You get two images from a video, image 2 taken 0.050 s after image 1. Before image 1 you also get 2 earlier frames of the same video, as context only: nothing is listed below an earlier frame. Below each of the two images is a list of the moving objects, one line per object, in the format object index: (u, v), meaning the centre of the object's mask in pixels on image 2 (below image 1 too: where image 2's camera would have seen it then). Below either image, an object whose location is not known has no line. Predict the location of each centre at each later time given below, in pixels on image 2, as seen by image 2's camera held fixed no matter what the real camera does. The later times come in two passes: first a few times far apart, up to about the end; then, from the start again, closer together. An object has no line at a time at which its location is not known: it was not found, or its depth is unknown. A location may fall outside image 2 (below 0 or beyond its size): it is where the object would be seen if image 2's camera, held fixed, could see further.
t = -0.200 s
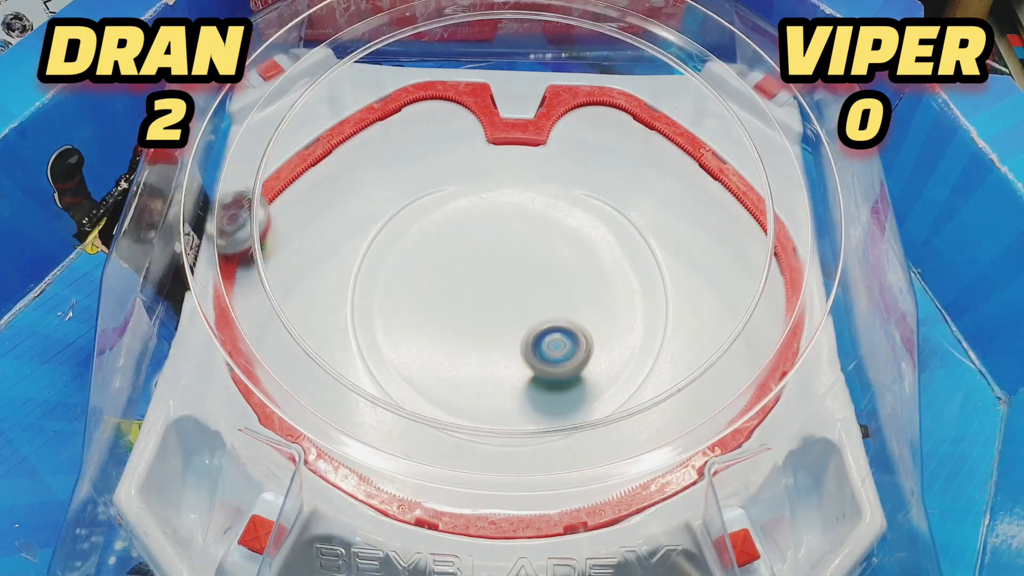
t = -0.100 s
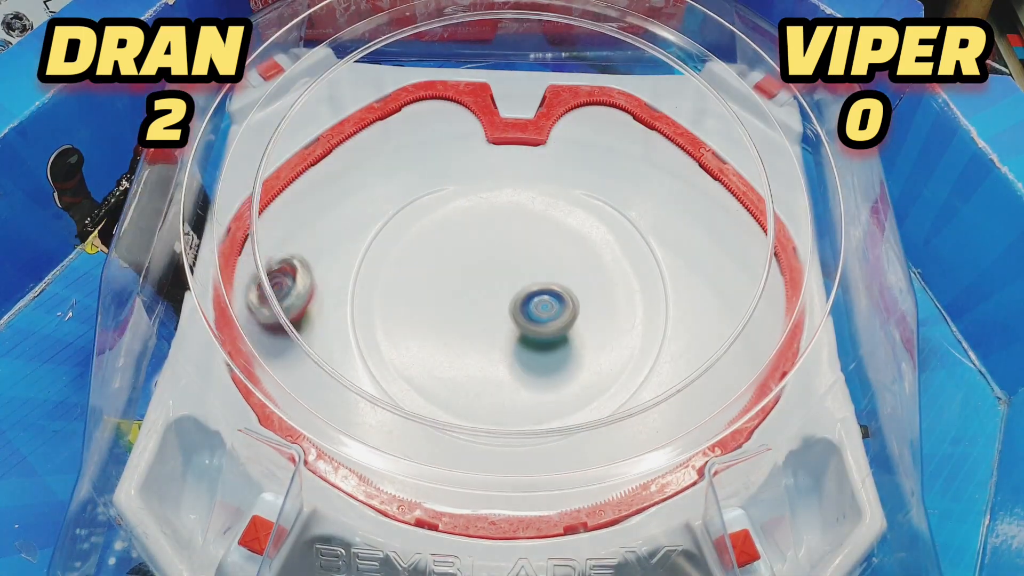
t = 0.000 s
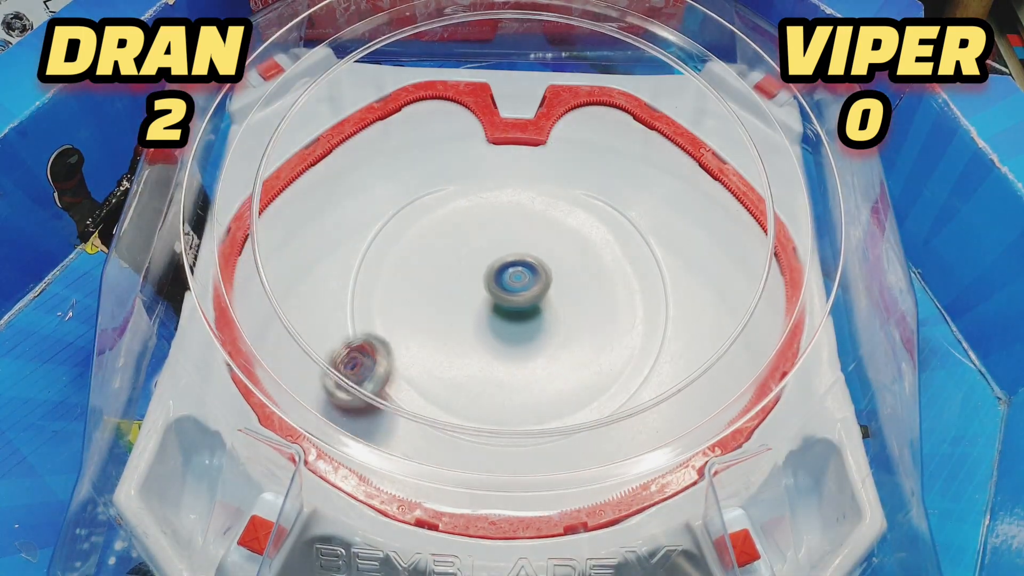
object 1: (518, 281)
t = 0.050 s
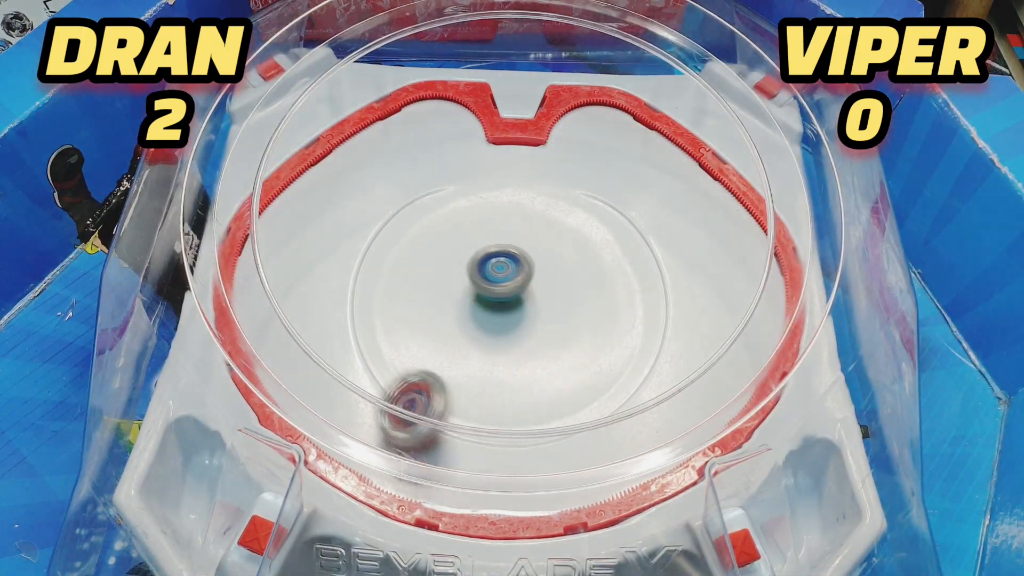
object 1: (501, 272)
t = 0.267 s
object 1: (429, 284)
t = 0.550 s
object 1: (448, 371)
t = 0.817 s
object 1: (527, 336)
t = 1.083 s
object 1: (477, 233)
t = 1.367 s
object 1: (399, 266)
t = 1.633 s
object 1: (454, 336)
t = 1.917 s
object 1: (630, 87)
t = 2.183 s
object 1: (556, 234)
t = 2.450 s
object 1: (546, 211)
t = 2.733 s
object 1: (499, 215)
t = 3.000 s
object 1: (539, 203)
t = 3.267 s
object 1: (618, 274)
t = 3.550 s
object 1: (828, 321)
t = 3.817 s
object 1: (668, 284)
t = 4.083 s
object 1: (609, 332)
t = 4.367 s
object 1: (412, 322)
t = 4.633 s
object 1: (360, 325)
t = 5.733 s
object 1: (465, 248)
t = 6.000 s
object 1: (465, 229)
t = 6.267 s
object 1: (484, 229)
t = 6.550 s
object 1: (514, 238)
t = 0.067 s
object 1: (495, 270)
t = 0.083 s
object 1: (488, 268)
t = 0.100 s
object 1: (482, 268)
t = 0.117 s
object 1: (476, 267)
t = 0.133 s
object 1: (470, 267)
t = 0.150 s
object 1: (465, 268)
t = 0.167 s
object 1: (459, 269)
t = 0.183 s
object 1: (453, 271)
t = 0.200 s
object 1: (448, 272)
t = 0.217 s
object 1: (443, 274)
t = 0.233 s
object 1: (438, 278)
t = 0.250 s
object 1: (434, 280)
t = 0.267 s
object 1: (429, 284)
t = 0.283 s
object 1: (425, 289)
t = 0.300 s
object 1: (421, 292)
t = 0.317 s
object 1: (418, 297)
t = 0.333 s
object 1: (417, 302)
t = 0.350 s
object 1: (415, 306)
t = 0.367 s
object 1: (415, 313)
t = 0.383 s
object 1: (414, 318)
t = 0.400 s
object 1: (415, 323)
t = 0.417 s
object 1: (416, 329)
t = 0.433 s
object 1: (418, 334)
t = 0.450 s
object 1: (421, 341)
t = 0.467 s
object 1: (424, 346)
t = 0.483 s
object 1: (428, 353)
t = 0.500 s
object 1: (432, 358)
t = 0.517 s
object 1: (437, 363)
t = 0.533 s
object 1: (443, 367)
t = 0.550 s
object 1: (448, 371)
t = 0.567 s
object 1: (455, 375)
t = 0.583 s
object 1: (461, 376)
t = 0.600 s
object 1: (468, 379)
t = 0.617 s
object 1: (474, 379)
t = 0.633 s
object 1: (481, 380)
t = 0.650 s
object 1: (488, 379)
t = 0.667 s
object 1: (494, 377)
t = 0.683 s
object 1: (499, 375)
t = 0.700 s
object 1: (504, 373)
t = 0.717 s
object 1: (509, 370)
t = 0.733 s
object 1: (513, 365)
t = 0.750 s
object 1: (517, 361)
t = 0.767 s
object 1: (520, 355)
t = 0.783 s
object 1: (523, 349)
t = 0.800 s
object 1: (525, 343)
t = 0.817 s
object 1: (527, 336)
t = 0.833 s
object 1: (528, 329)
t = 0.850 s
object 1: (528, 321)
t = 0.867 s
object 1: (528, 315)
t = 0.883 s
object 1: (526, 306)
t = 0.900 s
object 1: (525, 299)
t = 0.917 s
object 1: (522, 291)
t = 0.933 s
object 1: (520, 285)
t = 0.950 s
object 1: (516, 277)
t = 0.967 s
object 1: (513, 271)
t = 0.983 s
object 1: (509, 264)
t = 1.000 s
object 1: (504, 257)
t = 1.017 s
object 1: (499, 252)
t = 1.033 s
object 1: (494, 246)
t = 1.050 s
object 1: (488, 241)
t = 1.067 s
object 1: (483, 237)
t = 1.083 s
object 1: (477, 233)
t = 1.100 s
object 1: (471, 229)
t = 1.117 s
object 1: (465, 226)
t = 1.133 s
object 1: (459, 224)
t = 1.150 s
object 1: (453, 222)
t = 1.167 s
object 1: (446, 222)
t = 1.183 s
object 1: (440, 222)
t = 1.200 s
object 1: (434, 222)
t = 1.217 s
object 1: (429, 224)
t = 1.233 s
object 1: (424, 226)
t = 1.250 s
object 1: (419, 230)
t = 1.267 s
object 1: (415, 234)
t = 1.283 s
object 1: (412, 237)
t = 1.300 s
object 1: (409, 242)
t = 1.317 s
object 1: (405, 247)
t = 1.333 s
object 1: (403, 252)
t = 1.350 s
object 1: (400, 259)
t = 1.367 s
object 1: (399, 266)
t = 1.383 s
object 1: (398, 273)
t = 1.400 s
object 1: (398, 282)
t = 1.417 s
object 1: (397, 286)
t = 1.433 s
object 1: (397, 296)
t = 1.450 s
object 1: (400, 302)
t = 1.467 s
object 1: (402, 308)
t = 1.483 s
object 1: (405, 314)
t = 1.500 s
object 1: (408, 319)
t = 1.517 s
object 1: (412, 324)
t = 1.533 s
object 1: (417, 328)
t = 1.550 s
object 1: (421, 331)
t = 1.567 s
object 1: (427, 334)
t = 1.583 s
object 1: (434, 336)
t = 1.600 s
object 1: (440, 337)
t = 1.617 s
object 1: (447, 337)
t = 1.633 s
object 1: (454, 336)
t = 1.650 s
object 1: (462, 335)
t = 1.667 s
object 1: (469, 333)
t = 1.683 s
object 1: (476, 330)
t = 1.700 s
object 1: (484, 327)
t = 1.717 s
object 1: (492, 320)
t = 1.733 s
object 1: (501, 310)
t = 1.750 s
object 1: (519, 277)
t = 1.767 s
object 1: (536, 248)
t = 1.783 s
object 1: (553, 219)
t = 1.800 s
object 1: (570, 193)
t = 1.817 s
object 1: (585, 174)
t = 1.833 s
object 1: (598, 152)
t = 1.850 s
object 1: (612, 124)
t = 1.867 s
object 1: (623, 101)
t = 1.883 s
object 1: (632, 84)
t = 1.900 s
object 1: (632, 83)
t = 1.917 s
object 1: (630, 87)
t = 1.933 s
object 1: (629, 93)
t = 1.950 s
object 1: (626, 102)
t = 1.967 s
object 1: (621, 114)
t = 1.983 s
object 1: (619, 129)
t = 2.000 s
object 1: (613, 145)
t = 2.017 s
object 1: (611, 148)
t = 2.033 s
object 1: (608, 149)
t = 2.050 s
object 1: (603, 156)
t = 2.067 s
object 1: (598, 164)
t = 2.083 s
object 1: (593, 176)
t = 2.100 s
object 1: (587, 190)
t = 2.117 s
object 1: (583, 196)
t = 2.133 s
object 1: (576, 204)
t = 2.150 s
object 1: (570, 215)
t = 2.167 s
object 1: (564, 226)
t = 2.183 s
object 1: (556, 234)
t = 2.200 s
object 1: (558, 232)
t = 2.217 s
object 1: (560, 229)
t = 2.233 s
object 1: (562, 229)
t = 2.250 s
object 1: (564, 227)
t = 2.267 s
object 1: (565, 225)
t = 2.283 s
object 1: (565, 224)
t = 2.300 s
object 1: (566, 223)
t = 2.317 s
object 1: (565, 221)
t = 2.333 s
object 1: (564, 220)
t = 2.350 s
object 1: (563, 218)
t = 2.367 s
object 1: (561, 217)
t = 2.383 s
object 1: (559, 216)
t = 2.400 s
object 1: (556, 214)
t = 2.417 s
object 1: (553, 213)
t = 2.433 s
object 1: (550, 211)
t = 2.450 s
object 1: (546, 211)
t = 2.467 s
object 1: (543, 210)
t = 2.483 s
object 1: (539, 208)
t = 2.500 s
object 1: (535, 208)
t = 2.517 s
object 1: (532, 208)
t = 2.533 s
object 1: (528, 207)
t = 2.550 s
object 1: (525, 206)
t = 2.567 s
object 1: (521, 207)
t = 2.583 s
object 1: (518, 207)
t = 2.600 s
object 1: (515, 206)
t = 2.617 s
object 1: (512, 207)
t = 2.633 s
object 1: (509, 208)
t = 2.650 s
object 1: (506, 209)
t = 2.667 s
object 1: (504, 210)
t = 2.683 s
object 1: (503, 211)
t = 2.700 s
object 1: (501, 212)
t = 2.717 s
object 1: (500, 213)
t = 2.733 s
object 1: (499, 215)
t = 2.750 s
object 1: (499, 216)
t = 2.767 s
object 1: (499, 218)
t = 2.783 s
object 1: (499, 220)
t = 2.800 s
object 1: (500, 222)
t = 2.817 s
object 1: (502, 223)
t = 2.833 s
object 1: (504, 223)
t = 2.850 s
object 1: (506, 222)
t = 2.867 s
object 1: (509, 221)
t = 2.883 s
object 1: (512, 221)
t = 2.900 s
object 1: (515, 221)
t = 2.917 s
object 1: (519, 220)
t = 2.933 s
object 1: (523, 220)
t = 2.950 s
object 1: (526, 220)
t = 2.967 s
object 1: (530, 220)
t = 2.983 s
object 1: (534, 219)
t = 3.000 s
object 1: (539, 203)
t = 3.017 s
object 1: (544, 184)
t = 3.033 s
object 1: (548, 169)
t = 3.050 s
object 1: (553, 153)
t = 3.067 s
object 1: (558, 138)
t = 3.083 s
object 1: (562, 122)
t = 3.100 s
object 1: (567, 110)
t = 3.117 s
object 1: (573, 100)
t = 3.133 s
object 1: (581, 115)
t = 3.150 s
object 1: (588, 136)
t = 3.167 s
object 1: (594, 157)
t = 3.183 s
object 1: (600, 174)
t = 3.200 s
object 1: (605, 192)
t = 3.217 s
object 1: (610, 214)
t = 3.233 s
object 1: (613, 235)
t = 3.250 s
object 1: (616, 254)
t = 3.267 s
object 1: (618, 274)
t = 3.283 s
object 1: (619, 293)
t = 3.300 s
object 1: (619, 312)
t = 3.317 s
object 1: (618, 329)
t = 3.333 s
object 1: (617, 346)
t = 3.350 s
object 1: (615, 362)
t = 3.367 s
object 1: (611, 376)
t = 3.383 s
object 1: (609, 390)
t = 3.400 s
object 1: (610, 403)
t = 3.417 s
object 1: (634, 396)
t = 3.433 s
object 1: (662, 379)
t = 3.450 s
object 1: (687, 363)
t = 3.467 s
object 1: (714, 351)
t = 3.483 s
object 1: (737, 340)
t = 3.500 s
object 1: (763, 332)
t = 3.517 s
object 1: (785, 325)
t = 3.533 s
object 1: (806, 321)
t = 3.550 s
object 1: (828, 321)
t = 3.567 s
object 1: (830, 311)
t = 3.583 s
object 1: (812, 303)
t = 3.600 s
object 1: (792, 296)
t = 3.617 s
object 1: (772, 291)
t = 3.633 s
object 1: (751, 285)
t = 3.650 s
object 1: (729, 279)
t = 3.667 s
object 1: (716, 272)
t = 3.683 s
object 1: (700, 265)
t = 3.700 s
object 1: (683, 259)
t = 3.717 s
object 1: (667, 253)
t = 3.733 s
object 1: (652, 247)
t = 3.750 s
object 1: (637, 244)
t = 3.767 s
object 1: (622, 240)
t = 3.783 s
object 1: (608, 236)
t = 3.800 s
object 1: (630, 260)
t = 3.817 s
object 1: (668, 284)
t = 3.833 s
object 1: (707, 315)
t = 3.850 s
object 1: (750, 351)
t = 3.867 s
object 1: (756, 355)
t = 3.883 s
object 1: (746, 346)
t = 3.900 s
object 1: (739, 340)
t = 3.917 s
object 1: (729, 335)
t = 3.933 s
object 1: (718, 332)
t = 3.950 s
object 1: (706, 332)
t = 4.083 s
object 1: (609, 332)
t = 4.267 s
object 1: (474, 331)
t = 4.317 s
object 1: (441, 327)
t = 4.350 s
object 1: (421, 322)
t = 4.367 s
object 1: (412, 322)
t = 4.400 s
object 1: (395, 318)
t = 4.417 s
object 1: (388, 317)
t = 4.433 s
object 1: (381, 316)
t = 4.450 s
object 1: (376, 315)
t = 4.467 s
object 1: (371, 314)
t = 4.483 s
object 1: (366, 314)
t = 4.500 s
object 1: (363, 313)
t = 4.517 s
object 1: (361, 313)
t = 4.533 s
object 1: (359, 315)
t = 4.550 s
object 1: (358, 315)
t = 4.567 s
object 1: (357, 317)
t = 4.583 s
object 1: (357, 318)
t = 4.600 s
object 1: (357, 320)
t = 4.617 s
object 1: (358, 323)
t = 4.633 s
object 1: (360, 325)
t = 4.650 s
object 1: (362, 328)
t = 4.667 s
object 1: (364, 331)
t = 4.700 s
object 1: (369, 339)
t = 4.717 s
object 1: (373, 342)
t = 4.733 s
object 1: (377, 346)
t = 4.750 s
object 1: (381, 350)
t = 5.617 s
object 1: (478, 265)
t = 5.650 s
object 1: (474, 260)
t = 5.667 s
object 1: (472, 257)
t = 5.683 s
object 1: (470, 255)
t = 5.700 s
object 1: (468, 252)
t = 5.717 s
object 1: (467, 250)
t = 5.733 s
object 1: (465, 248)
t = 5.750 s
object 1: (464, 246)
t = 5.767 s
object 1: (463, 245)
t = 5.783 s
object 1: (462, 243)
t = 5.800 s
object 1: (461, 241)
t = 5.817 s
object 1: (461, 240)
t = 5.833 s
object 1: (461, 239)
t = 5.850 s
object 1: (460, 237)
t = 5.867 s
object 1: (460, 236)
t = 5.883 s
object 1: (461, 235)
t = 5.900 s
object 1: (461, 233)
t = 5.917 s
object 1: (462, 233)
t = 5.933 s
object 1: (462, 232)
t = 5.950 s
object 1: (463, 231)
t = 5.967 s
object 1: (463, 230)
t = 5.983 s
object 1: (464, 229)
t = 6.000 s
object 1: (465, 229)
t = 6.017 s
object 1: (465, 229)
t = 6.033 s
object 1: (466, 228)
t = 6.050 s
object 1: (467, 227)
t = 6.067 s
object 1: (468, 227)
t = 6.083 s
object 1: (469, 227)
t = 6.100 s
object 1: (470, 227)
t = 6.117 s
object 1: (471, 227)
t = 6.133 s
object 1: (472, 227)
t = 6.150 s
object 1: (473, 227)
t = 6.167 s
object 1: (475, 228)
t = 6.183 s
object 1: (476, 228)
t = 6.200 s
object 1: (478, 228)
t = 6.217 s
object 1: (479, 229)
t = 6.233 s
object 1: (481, 229)
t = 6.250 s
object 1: (483, 229)
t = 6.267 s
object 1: (484, 229)
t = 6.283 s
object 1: (485, 230)
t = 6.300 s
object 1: (487, 230)
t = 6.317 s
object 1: (488, 230)
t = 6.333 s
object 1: (490, 230)
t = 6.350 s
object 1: (492, 230)
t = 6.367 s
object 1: (493, 231)
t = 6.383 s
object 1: (495, 231)
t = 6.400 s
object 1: (497, 231)
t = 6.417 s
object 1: (499, 232)
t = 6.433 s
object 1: (501, 232)
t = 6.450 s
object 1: (503, 233)
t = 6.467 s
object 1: (505, 234)
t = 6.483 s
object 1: (507, 235)
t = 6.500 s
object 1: (509, 235)
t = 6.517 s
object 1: (511, 236)
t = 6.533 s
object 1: (512, 237)
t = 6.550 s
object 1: (514, 238)
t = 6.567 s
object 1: (516, 239)
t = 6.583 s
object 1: (518, 239)
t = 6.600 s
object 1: (520, 240)
